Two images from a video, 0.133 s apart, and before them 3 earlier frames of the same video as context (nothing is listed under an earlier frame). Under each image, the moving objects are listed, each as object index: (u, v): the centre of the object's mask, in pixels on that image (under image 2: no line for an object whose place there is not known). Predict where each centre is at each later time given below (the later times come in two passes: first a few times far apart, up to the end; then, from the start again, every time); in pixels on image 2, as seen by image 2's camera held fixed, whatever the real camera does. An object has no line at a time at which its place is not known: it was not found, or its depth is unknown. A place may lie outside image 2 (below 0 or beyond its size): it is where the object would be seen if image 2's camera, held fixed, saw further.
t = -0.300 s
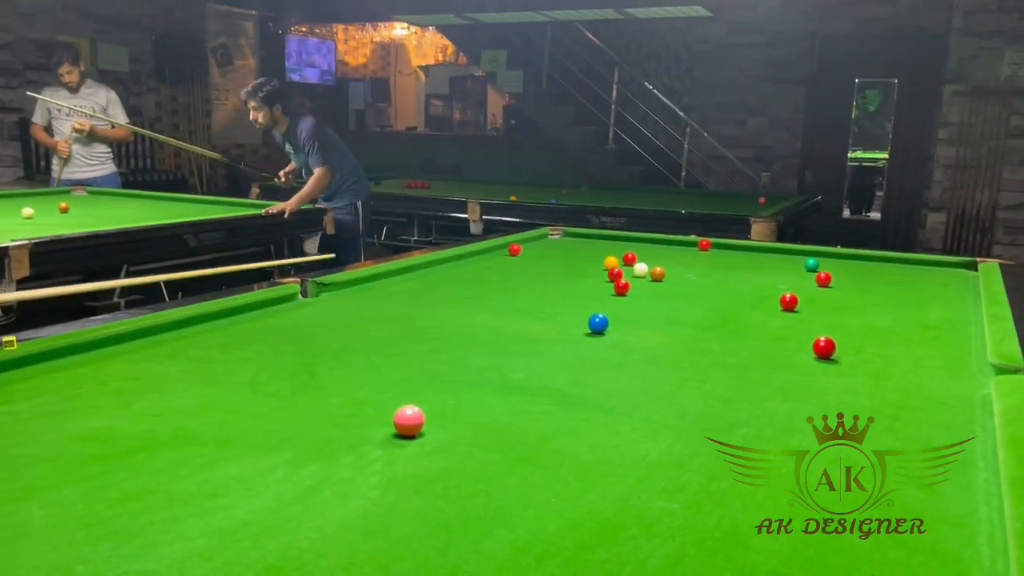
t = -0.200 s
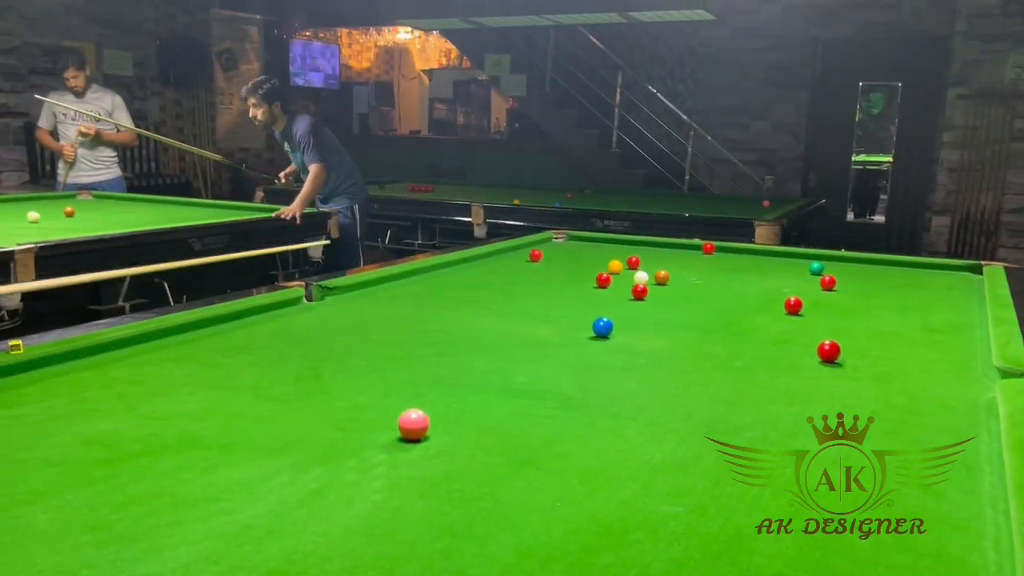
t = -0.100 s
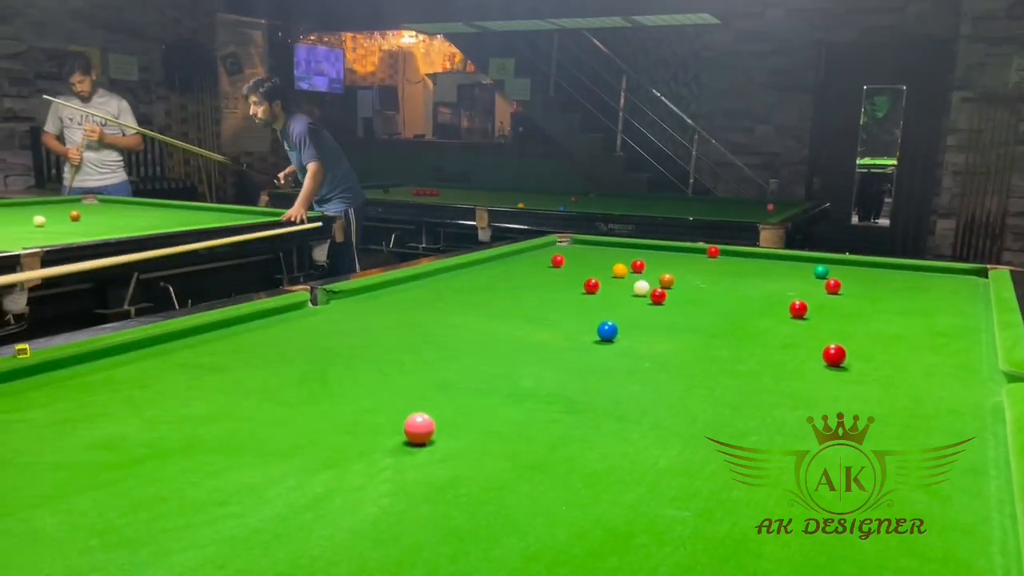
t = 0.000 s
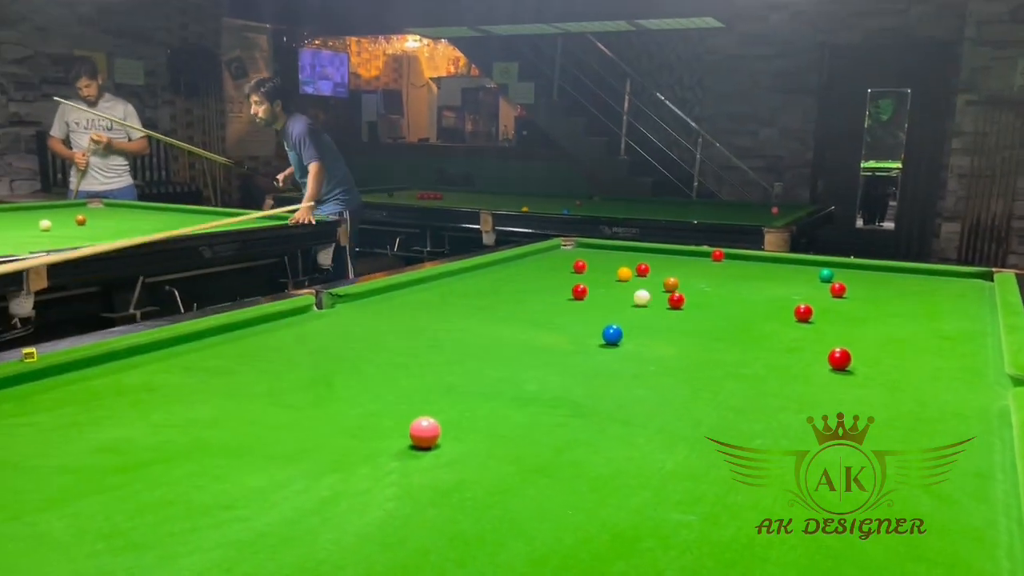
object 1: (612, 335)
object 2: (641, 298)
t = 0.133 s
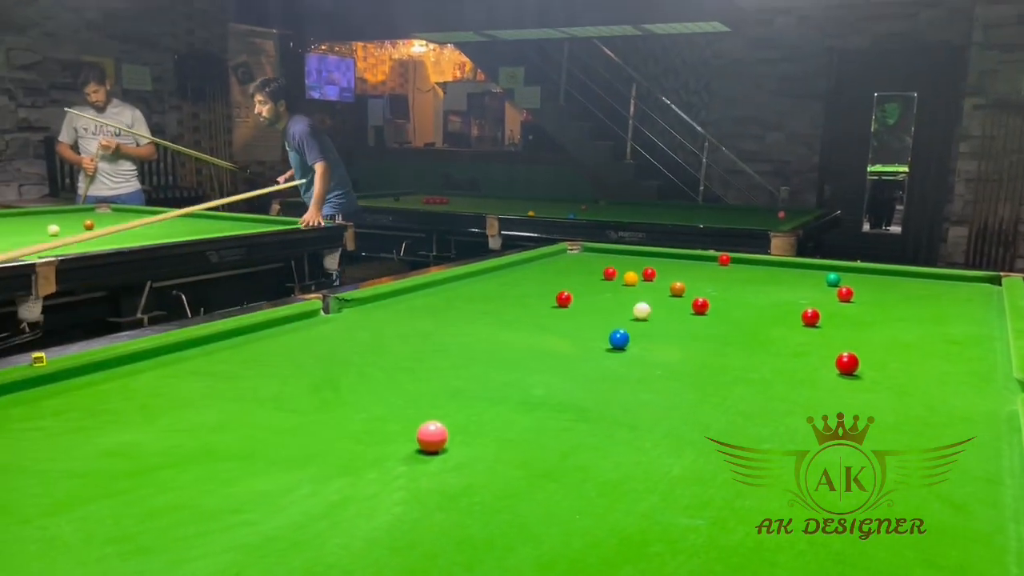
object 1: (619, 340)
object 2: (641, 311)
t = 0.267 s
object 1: (618, 340)
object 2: (634, 321)
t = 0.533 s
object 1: (612, 346)
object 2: (626, 335)
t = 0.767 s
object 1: (597, 361)
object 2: (624, 341)
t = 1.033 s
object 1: (578, 380)
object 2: (624, 346)
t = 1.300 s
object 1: (557, 400)
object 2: (625, 351)
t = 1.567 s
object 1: (535, 424)
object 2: (625, 355)
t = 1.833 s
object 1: (509, 450)
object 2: (625, 359)
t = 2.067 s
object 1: (483, 475)
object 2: (625, 362)
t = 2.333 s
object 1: (451, 509)
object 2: (624, 363)
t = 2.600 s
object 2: (623, 364)
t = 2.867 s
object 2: (623, 365)
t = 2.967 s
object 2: (623, 365)
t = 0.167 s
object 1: (618, 340)
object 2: (639, 314)
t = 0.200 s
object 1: (619, 340)
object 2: (638, 316)
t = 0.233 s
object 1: (618, 340)
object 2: (636, 318)
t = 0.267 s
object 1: (618, 340)
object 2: (634, 321)
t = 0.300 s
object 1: (619, 340)
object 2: (632, 323)
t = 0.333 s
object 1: (619, 339)
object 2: (631, 325)
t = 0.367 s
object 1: (619, 340)
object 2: (629, 327)
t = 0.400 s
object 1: (619, 340)
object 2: (628, 329)
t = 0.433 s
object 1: (619, 340)
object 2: (627, 330)
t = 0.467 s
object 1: (617, 341)
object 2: (626, 332)
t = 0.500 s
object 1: (615, 344)
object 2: (626, 333)
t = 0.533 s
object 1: (612, 346)
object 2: (626, 335)
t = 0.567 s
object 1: (610, 348)
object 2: (624, 336)
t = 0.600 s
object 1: (608, 350)
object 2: (624, 337)
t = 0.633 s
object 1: (606, 352)
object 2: (624, 338)
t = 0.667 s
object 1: (604, 354)
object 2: (624, 339)
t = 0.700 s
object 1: (601, 357)
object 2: (624, 339)
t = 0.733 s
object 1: (599, 359)
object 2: (624, 341)
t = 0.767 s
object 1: (597, 361)
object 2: (624, 341)
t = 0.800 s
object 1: (594, 363)
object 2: (624, 342)
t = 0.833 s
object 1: (592, 366)
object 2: (625, 343)
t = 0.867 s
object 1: (590, 367)
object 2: (624, 344)
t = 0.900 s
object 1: (588, 370)
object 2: (625, 344)
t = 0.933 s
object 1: (585, 372)
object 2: (625, 344)
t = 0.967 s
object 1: (583, 375)
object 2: (625, 345)
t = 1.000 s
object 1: (580, 377)
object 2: (624, 346)
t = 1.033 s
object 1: (578, 380)
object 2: (624, 346)
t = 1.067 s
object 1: (576, 382)
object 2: (625, 347)
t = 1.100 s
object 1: (573, 385)
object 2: (625, 348)
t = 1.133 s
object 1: (570, 387)
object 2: (625, 348)
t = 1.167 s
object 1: (568, 390)
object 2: (625, 349)
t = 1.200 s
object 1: (565, 392)
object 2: (625, 350)
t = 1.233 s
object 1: (563, 395)
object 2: (625, 350)
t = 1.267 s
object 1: (560, 398)
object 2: (625, 351)
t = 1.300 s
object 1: (557, 400)
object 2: (625, 351)
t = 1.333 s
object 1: (555, 403)
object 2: (625, 352)
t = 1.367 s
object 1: (552, 406)
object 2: (625, 352)
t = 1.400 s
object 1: (549, 409)
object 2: (625, 353)
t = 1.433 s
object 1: (546, 412)
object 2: (625, 354)
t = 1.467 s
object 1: (543, 415)
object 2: (625, 354)
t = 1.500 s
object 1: (540, 418)
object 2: (625, 354)
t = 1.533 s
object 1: (538, 421)
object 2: (625, 355)
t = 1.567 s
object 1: (535, 424)
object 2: (625, 355)
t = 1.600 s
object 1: (531, 427)
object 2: (625, 356)
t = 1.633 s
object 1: (528, 430)
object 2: (625, 356)
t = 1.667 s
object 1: (525, 433)
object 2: (625, 357)
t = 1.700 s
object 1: (522, 436)
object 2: (625, 357)
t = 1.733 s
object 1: (519, 440)
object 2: (625, 357)
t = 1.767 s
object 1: (515, 443)
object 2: (624, 358)
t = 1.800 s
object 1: (512, 447)
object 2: (624, 358)
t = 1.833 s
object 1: (509, 450)
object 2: (625, 359)
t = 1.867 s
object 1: (505, 454)
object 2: (624, 359)
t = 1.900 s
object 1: (501, 457)
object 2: (624, 360)
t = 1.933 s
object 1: (498, 461)
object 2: (624, 360)
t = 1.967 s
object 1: (494, 465)
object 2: (625, 360)
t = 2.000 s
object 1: (491, 468)
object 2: (625, 361)
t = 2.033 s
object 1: (487, 472)
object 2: (625, 361)
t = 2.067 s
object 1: (483, 475)
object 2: (625, 362)
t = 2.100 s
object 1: (479, 479)
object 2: (625, 362)
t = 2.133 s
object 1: (476, 484)
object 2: (624, 362)
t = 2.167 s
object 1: (472, 487)
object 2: (625, 362)
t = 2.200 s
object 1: (468, 492)
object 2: (624, 363)
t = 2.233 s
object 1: (464, 496)
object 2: (624, 363)
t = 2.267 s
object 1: (460, 500)
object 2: (624, 363)
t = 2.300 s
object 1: (456, 504)
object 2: (624, 363)
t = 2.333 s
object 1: (451, 509)
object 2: (624, 363)
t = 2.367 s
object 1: (447, 513)
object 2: (624, 363)
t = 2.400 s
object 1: (442, 517)
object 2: (624, 364)
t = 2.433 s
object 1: (438, 522)
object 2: (624, 364)
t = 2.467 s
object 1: (433, 527)
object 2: (624, 364)
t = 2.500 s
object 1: (429, 531)
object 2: (624, 364)
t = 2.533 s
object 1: (424, 536)
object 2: (623, 364)
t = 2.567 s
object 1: (419, 540)
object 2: (623, 364)
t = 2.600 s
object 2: (623, 364)
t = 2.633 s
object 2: (623, 365)
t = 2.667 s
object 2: (623, 365)
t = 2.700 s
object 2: (623, 365)
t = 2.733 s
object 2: (623, 365)
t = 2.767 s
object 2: (623, 365)
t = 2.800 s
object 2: (623, 365)
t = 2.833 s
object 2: (623, 365)
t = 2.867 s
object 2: (623, 365)
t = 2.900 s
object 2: (623, 365)
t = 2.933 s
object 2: (623, 365)
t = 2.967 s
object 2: (623, 365)
